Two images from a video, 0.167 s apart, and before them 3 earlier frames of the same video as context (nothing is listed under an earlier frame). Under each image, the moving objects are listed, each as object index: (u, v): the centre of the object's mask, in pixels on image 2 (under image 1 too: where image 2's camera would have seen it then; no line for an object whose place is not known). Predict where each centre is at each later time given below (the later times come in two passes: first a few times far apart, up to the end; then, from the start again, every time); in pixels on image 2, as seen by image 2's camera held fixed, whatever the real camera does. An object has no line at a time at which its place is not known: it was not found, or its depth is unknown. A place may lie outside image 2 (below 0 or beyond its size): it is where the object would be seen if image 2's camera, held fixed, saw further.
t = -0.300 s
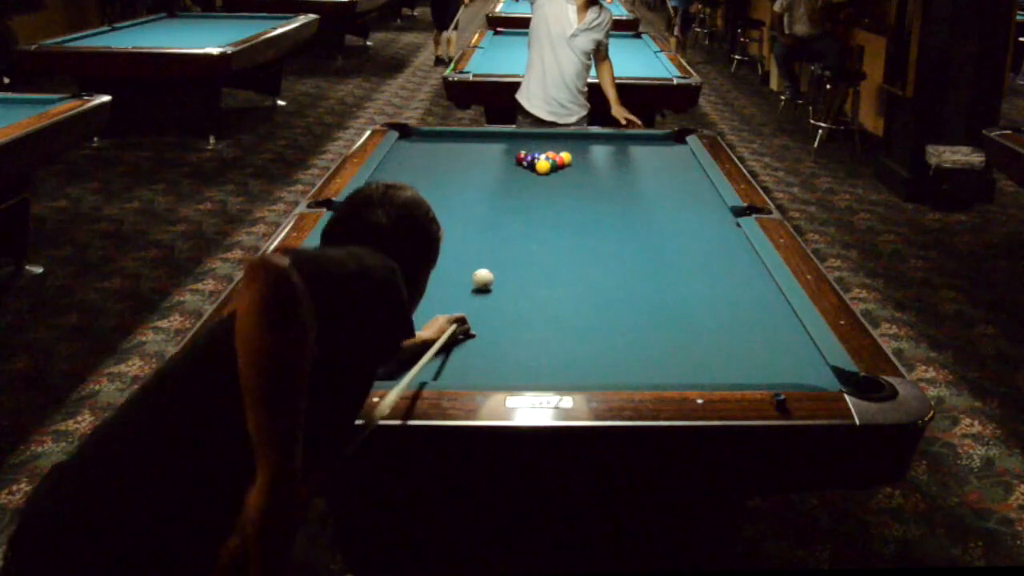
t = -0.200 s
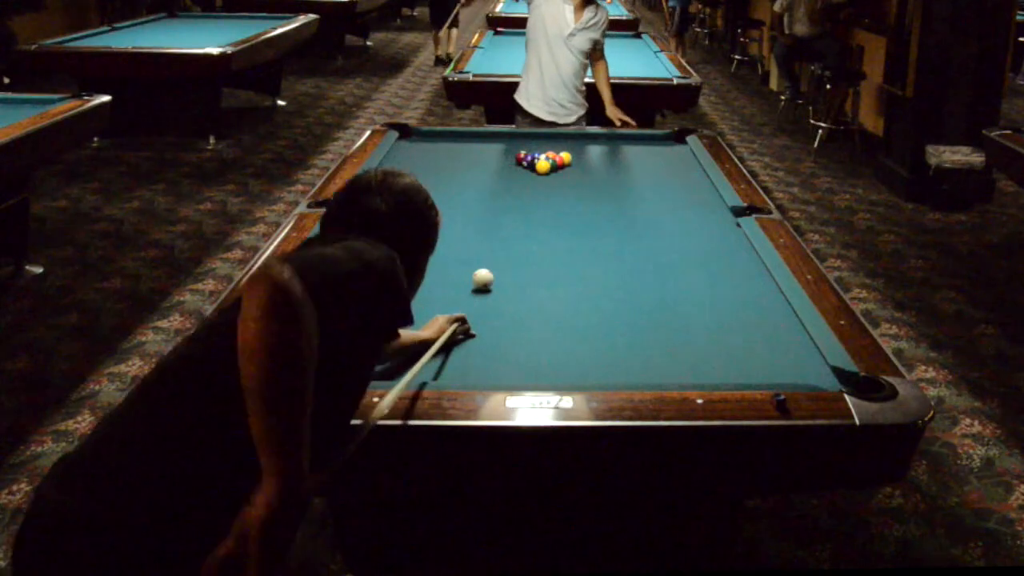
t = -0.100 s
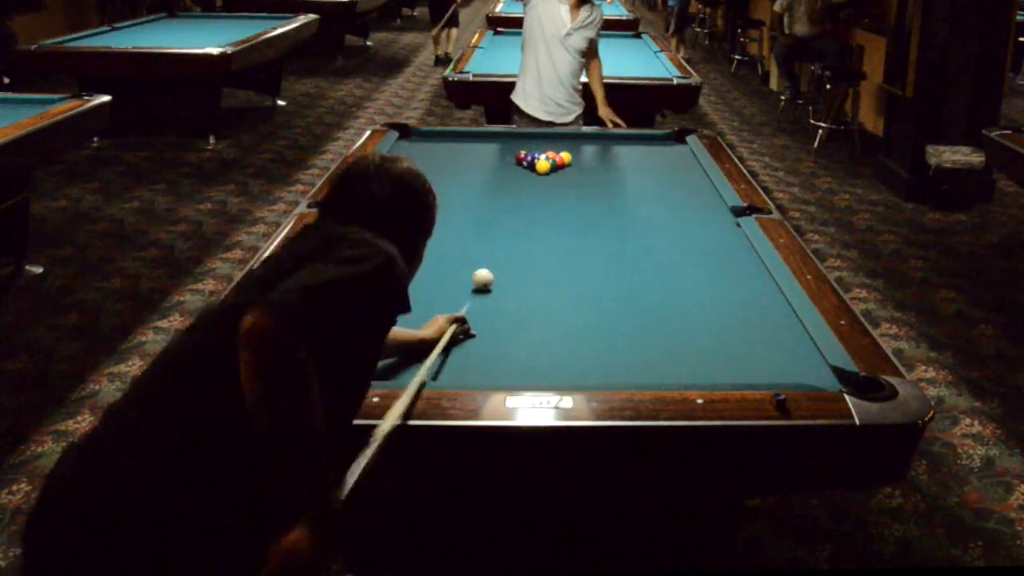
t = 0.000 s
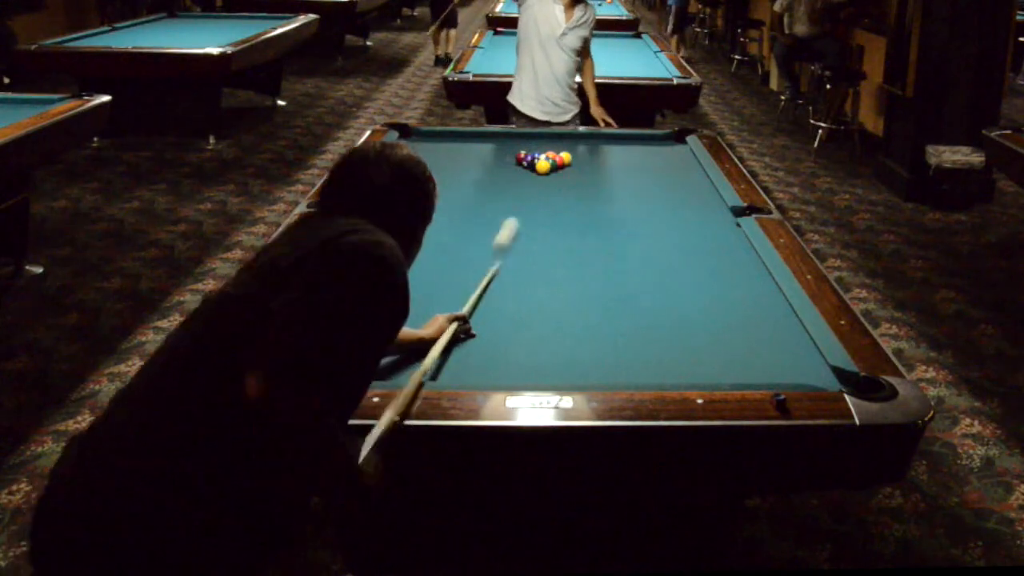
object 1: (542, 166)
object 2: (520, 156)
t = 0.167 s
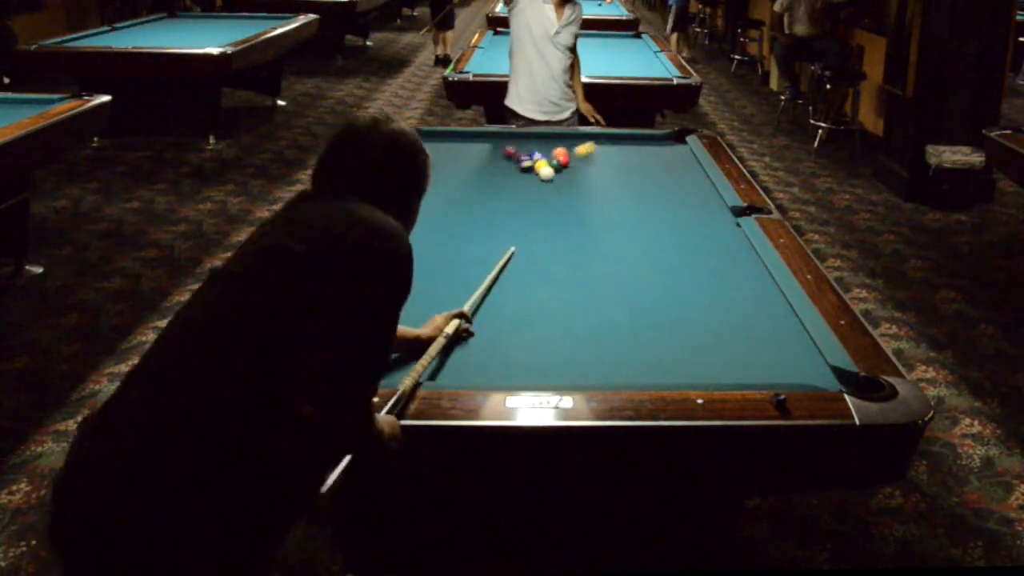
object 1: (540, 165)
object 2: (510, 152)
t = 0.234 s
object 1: (539, 168)
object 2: (492, 146)
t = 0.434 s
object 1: (533, 171)
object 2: (458, 136)
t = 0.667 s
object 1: (525, 174)
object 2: (424, 148)
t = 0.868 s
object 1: (519, 177)
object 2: (394, 158)
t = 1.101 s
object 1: (512, 179)
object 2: (398, 170)
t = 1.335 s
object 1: (506, 182)
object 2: (409, 184)
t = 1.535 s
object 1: (501, 184)
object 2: (423, 195)
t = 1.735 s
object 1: (496, 186)
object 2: (432, 208)
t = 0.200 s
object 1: (540, 167)
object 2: (500, 148)
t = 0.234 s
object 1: (539, 168)
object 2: (492, 146)
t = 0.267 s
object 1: (538, 168)
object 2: (485, 141)
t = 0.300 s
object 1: (537, 169)
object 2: (478, 138)
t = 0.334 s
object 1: (536, 170)
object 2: (473, 135)
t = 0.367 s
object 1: (535, 170)
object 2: (467, 134)
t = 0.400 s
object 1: (533, 171)
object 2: (461, 135)
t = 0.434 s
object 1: (533, 171)
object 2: (458, 136)
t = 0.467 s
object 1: (531, 171)
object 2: (453, 137)
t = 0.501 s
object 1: (530, 172)
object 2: (448, 139)
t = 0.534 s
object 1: (529, 172)
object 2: (443, 141)
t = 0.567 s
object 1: (528, 173)
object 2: (438, 143)
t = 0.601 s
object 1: (527, 173)
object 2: (434, 144)
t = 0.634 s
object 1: (526, 174)
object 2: (429, 145)
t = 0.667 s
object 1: (525, 174)
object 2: (424, 148)
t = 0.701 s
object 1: (524, 175)
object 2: (419, 150)
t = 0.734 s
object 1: (523, 175)
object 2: (413, 151)
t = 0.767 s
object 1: (522, 175)
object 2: (409, 153)
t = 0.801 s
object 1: (521, 176)
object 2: (403, 154)
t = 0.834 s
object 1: (520, 176)
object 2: (399, 157)
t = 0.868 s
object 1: (519, 177)
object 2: (394, 158)
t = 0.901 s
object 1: (518, 177)
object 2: (392, 159)
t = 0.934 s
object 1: (517, 177)
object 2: (393, 162)
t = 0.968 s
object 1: (516, 178)
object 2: (393, 163)
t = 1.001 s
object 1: (515, 178)
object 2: (394, 165)
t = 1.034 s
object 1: (514, 179)
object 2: (395, 167)
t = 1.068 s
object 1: (513, 179)
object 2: (396, 169)
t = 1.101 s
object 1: (512, 179)
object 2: (398, 170)
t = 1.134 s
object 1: (511, 180)
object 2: (399, 172)
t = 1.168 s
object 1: (510, 180)
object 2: (401, 174)
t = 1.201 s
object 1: (509, 180)
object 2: (402, 176)
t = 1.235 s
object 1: (509, 181)
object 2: (404, 178)
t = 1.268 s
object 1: (508, 181)
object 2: (406, 179)
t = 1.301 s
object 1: (507, 181)
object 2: (407, 182)
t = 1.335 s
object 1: (506, 182)
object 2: (409, 184)
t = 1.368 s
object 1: (505, 182)
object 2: (410, 185)
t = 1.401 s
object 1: (504, 182)
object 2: (412, 187)
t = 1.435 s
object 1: (503, 183)
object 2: (414, 190)
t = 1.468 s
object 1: (502, 183)
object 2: (416, 191)
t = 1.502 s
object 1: (502, 184)
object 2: (418, 193)
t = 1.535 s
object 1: (501, 184)
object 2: (423, 195)
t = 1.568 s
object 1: (500, 184)
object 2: (421, 198)
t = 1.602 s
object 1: (499, 184)
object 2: (424, 200)
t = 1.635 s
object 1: (498, 185)
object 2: (426, 202)
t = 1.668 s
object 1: (498, 185)
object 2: (428, 204)
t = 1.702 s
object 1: (497, 185)
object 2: (430, 206)
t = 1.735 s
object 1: (496, 186)
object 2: (432, 208)
